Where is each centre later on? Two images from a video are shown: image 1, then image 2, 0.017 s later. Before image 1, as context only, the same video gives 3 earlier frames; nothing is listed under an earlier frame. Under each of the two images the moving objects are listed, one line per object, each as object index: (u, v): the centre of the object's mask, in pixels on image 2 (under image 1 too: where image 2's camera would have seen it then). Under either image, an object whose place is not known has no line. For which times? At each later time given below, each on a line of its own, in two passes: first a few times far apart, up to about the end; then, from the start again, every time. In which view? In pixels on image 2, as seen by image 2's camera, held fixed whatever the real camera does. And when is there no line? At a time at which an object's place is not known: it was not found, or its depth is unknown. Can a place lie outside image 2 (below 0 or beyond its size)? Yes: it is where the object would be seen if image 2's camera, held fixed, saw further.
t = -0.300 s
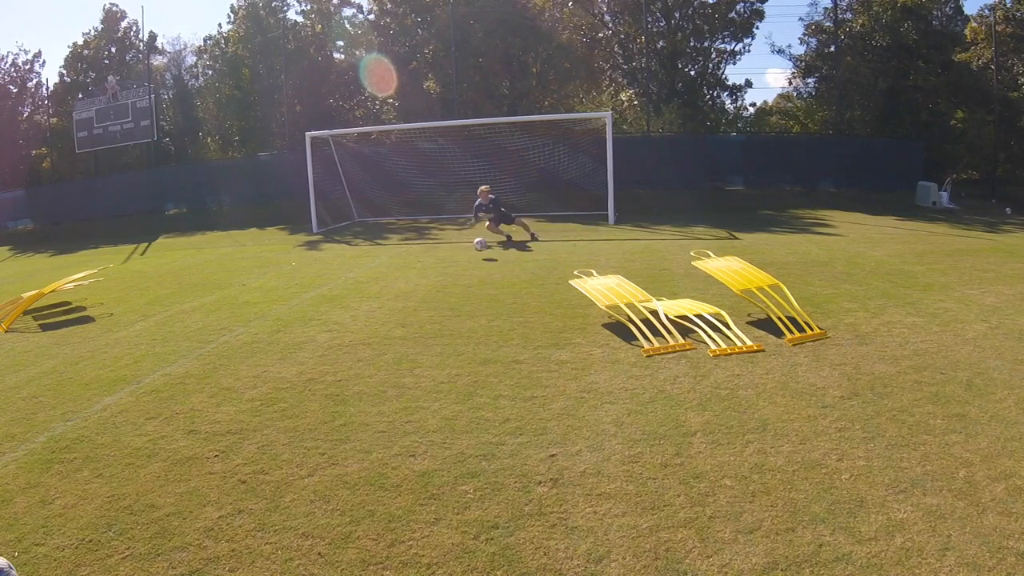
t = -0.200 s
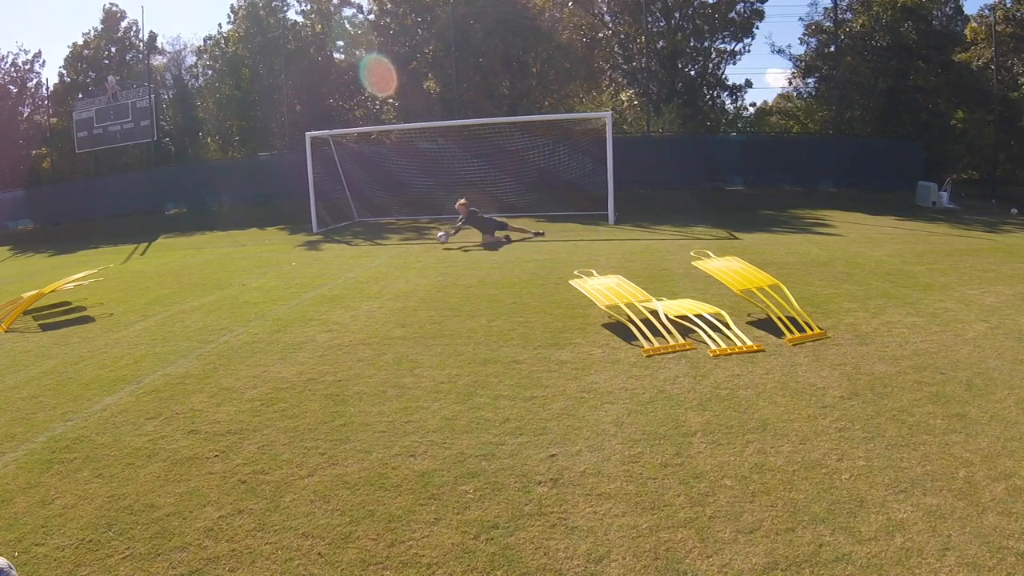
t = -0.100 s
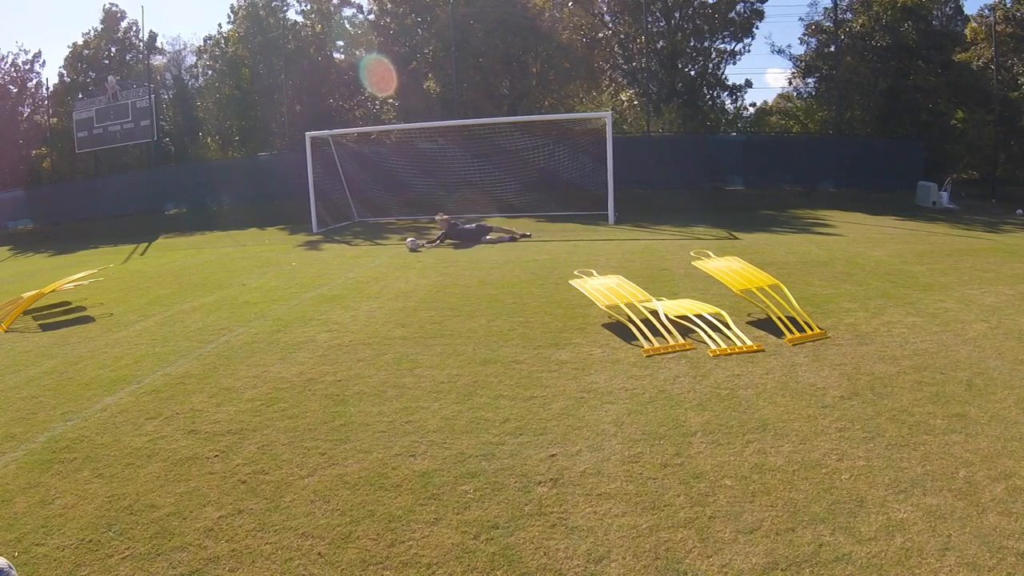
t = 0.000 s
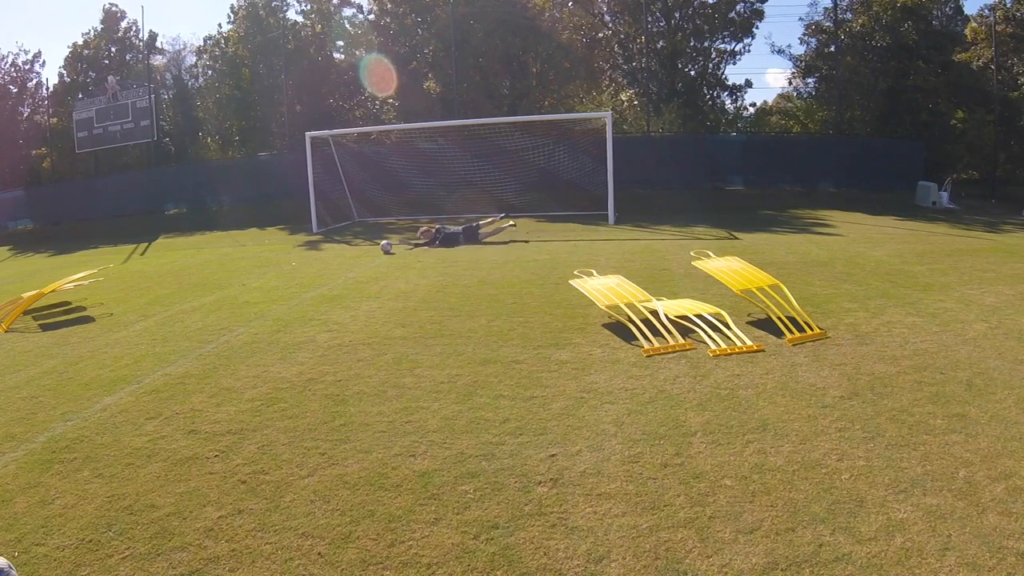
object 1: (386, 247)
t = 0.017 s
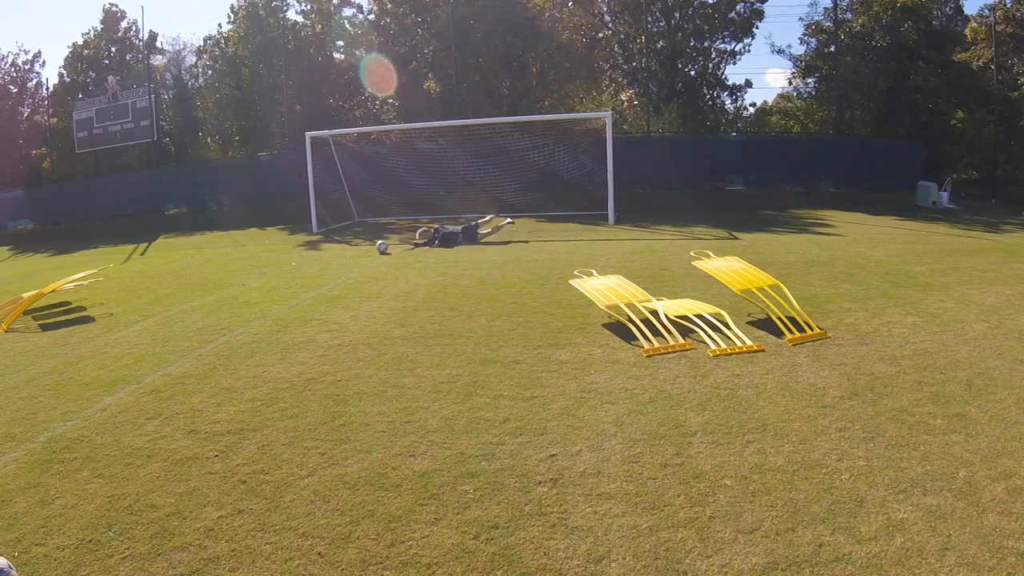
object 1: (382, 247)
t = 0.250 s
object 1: (326, 252)
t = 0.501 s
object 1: (271, 256)
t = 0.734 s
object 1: (223, 261)
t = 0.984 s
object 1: (177, 265)
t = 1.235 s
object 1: (136, 268)
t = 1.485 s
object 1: (100, 272)
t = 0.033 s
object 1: (378, 248)
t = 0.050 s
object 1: (374, 248)
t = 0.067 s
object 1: (369, 249)
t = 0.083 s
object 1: (365, 249)
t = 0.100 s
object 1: (362, 249)
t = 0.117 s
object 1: (358, 249)
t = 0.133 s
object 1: (354, 250)
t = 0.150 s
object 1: (350, 250)
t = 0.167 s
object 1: (346, 250)
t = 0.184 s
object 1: (342, 250)
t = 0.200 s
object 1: (339, 250)
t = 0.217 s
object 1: (334, 251)
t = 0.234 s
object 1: (330, 252)
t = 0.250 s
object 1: (326, 252)
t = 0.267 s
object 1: (323, 252)
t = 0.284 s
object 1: (319, 252)
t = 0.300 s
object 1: (315, 252)
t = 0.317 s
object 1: (312, 253)
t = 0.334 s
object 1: (308, 253)
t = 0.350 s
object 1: (304, 254)
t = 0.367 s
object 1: (301, 254)
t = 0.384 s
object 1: (297, 255)
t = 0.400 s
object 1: (293, 255)
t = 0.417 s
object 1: (289, 255)
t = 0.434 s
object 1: (286, 255)
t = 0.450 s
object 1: (282, 256)
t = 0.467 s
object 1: (279, 256)
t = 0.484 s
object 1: (275, 256)
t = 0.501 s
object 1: (271, 256)
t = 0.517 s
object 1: (268, 257)
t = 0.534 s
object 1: (264, 258)
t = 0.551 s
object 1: (260, 258)
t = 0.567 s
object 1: (257, 258)
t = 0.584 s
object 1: (253, 258)
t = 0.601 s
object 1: (250, 258)
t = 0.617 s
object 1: (247, 259)
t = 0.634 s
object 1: (243, 259)
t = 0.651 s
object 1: (240, 259)
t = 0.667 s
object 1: (236, 260)
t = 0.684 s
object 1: (233, 260)
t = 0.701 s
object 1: (230, 260)
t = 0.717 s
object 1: (226, 260)
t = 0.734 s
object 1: (223, 261)
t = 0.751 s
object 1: (220, 260)
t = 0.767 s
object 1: (217, 261)
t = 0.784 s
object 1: (214, 261)
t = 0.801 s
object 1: (211, 261)
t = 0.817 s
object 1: (207, 262)
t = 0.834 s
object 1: (205, 262)
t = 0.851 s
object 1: (201, 262)
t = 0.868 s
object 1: (198, 262)
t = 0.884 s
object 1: (195, 263)
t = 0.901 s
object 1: (192, 263)
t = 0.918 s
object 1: (189, 264)
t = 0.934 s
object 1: (186, 264)
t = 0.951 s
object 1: (183, 264)
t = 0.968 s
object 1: (181, 264)
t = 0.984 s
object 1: (177, 265)
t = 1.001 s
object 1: (175, 264)
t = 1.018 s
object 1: (172, 265)
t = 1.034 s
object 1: (169, 265)
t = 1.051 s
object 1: (166, 266)
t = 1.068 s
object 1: (163, 266)
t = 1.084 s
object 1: (161, 266)
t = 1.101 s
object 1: (158, 266)
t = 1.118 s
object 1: (155, 267)
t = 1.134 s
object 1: (152, 267)
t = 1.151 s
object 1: (150, 267)
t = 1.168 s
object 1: (147, 267)
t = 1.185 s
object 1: (144, 267)
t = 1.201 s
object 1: (141, 268)
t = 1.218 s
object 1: (139, 268)
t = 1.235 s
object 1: (136, 268)
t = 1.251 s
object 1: (134, 268)
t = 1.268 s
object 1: (131, 269)
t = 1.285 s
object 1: (129, 269)
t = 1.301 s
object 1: (126, 269)
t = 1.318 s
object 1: (123, 269)
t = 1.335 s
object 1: (121, 269)
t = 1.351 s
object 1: (118, 270)
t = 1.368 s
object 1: (115, 270)
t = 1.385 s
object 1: (113, 270)
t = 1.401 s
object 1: (111, 271)
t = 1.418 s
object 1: (108, 271)
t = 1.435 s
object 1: (106, 271)
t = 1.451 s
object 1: (104, 272)
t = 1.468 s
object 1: (102, 271)
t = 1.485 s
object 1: (100, 272)
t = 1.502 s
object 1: (98, 272)
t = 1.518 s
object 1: (95, 272)
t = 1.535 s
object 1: (93, 272)
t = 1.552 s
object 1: (91, 272)
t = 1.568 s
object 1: (89, 272)
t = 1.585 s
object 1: (86, 272)
